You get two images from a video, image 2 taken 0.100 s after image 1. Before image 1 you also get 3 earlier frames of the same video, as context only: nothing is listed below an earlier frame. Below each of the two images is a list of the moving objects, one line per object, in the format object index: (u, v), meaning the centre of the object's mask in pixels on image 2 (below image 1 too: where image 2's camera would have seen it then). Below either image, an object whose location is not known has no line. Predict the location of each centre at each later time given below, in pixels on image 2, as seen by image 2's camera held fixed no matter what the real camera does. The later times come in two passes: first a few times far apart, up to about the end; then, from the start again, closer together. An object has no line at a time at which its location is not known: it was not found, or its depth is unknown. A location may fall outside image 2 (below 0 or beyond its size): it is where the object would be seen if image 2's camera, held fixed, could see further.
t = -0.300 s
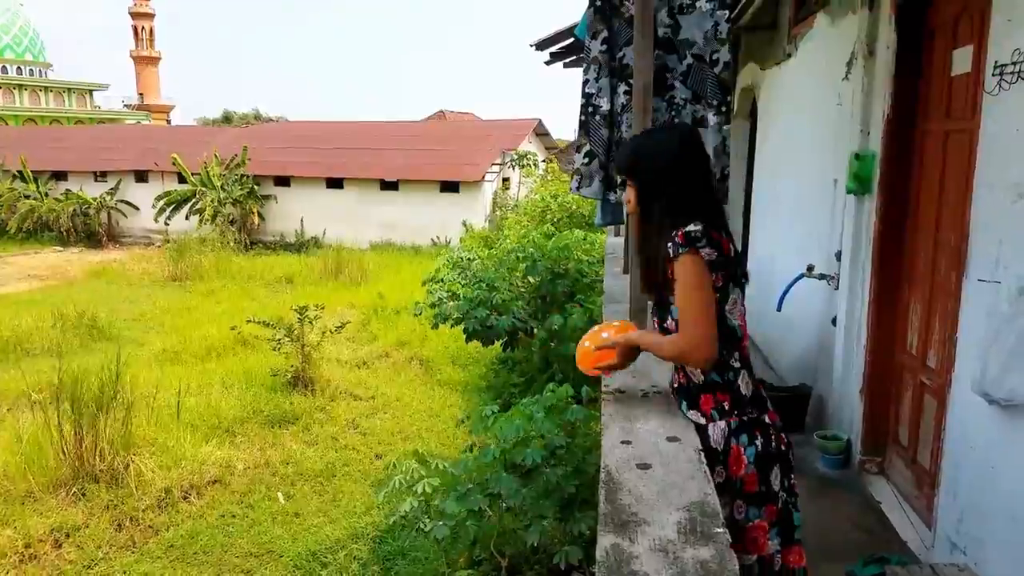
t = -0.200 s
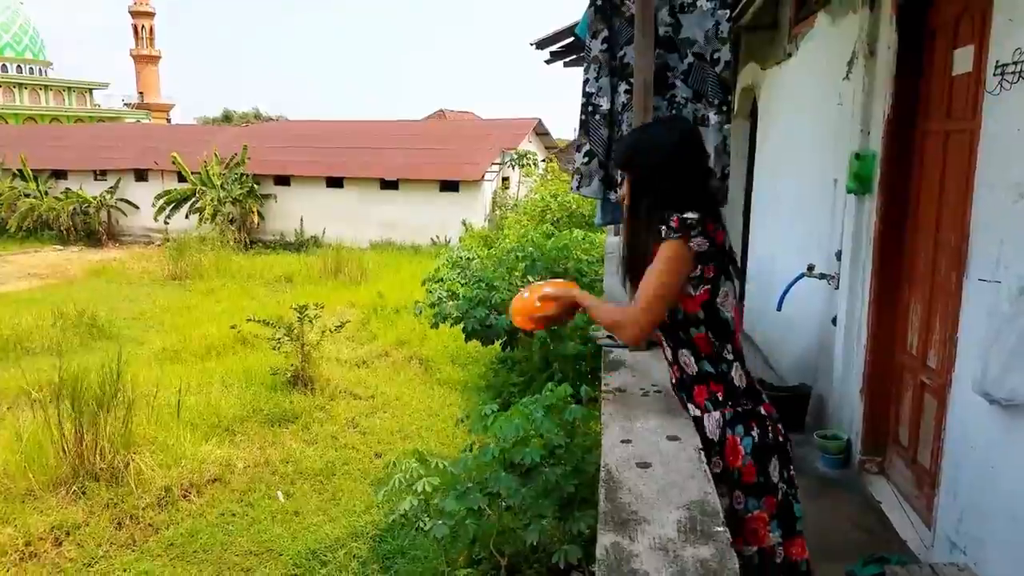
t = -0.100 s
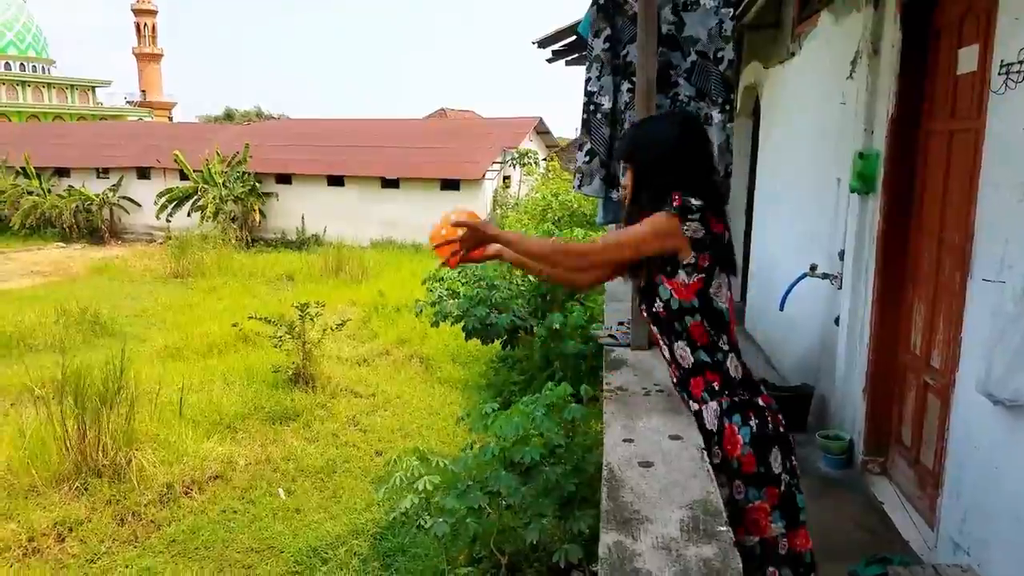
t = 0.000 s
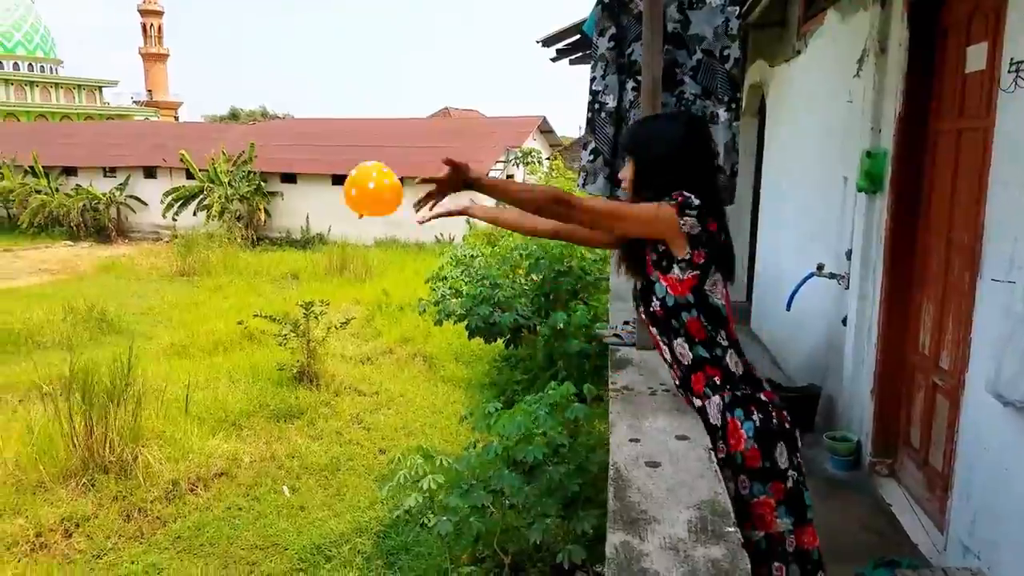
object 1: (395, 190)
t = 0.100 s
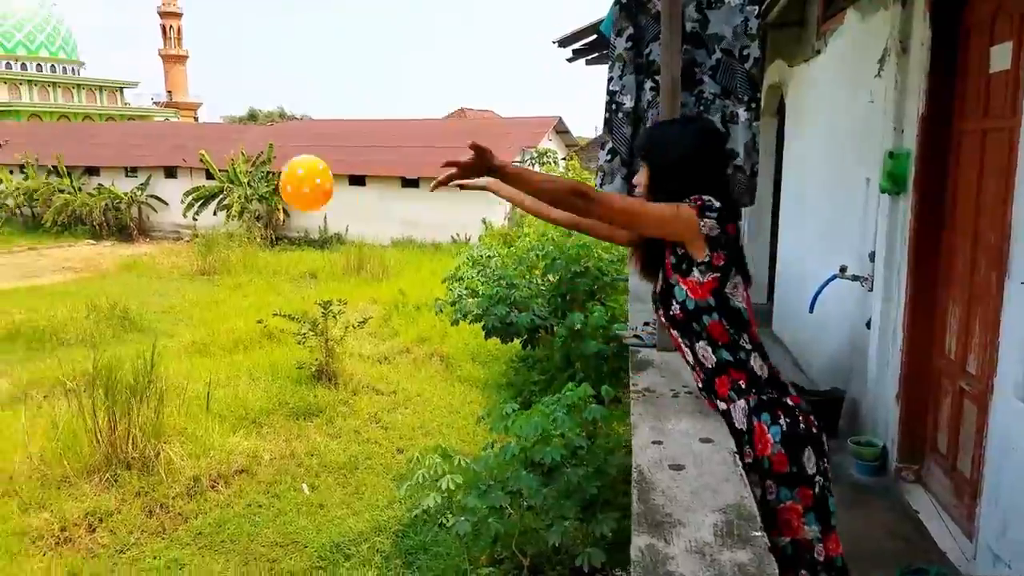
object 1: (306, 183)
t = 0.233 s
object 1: (206, 229)
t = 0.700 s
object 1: (-11, 704)
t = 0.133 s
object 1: (279, 189)
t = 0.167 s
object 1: (254, 199)
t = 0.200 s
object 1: (230, 212)
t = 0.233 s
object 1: (206, 229)
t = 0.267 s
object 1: (185, 248)
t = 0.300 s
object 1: (163, 271)
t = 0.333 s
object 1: (141, 299)
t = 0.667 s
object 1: (-1, 663)
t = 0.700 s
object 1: (-11, 704)
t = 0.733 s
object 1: (-21, 749)
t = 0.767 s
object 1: (-30, 791)
